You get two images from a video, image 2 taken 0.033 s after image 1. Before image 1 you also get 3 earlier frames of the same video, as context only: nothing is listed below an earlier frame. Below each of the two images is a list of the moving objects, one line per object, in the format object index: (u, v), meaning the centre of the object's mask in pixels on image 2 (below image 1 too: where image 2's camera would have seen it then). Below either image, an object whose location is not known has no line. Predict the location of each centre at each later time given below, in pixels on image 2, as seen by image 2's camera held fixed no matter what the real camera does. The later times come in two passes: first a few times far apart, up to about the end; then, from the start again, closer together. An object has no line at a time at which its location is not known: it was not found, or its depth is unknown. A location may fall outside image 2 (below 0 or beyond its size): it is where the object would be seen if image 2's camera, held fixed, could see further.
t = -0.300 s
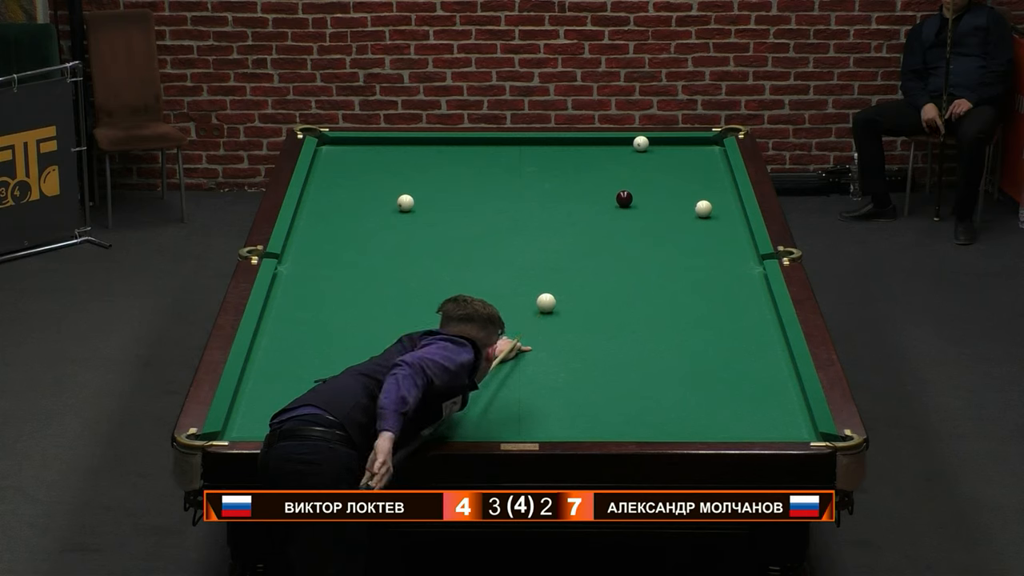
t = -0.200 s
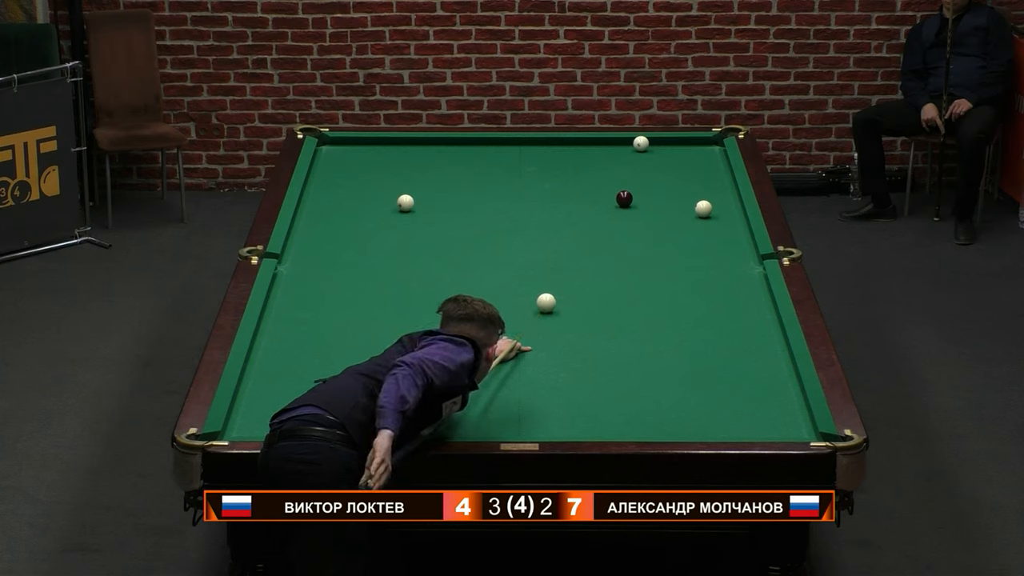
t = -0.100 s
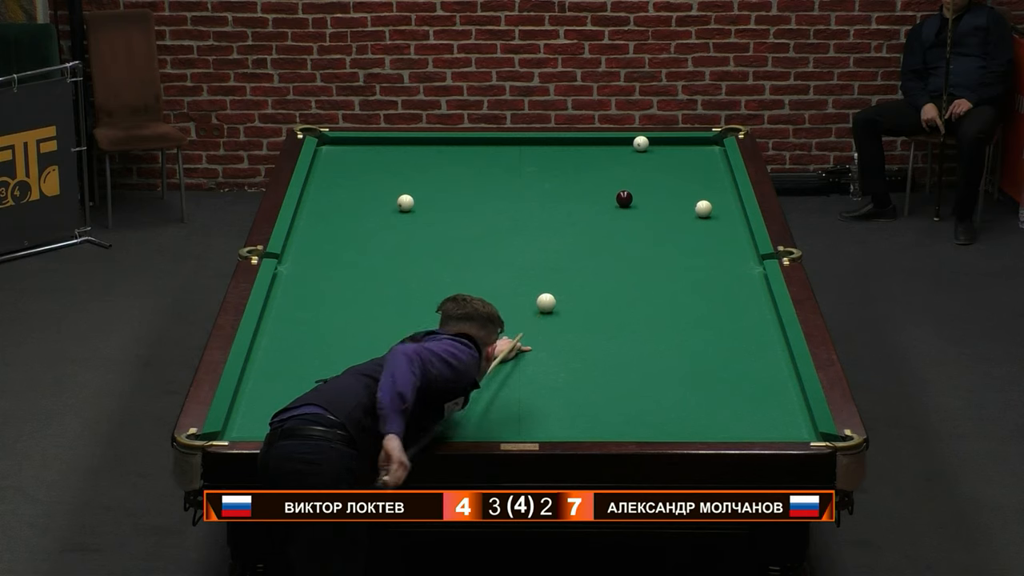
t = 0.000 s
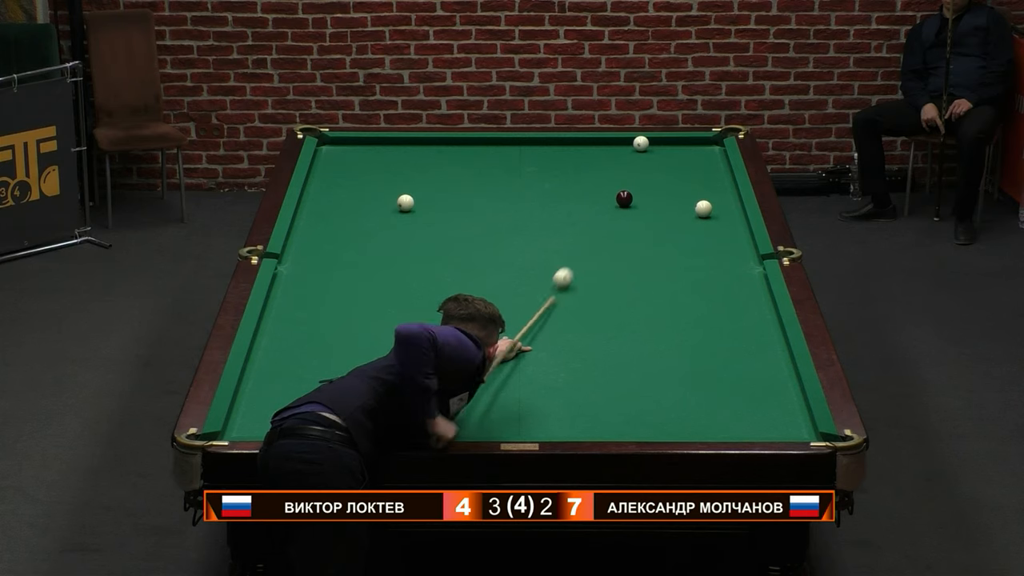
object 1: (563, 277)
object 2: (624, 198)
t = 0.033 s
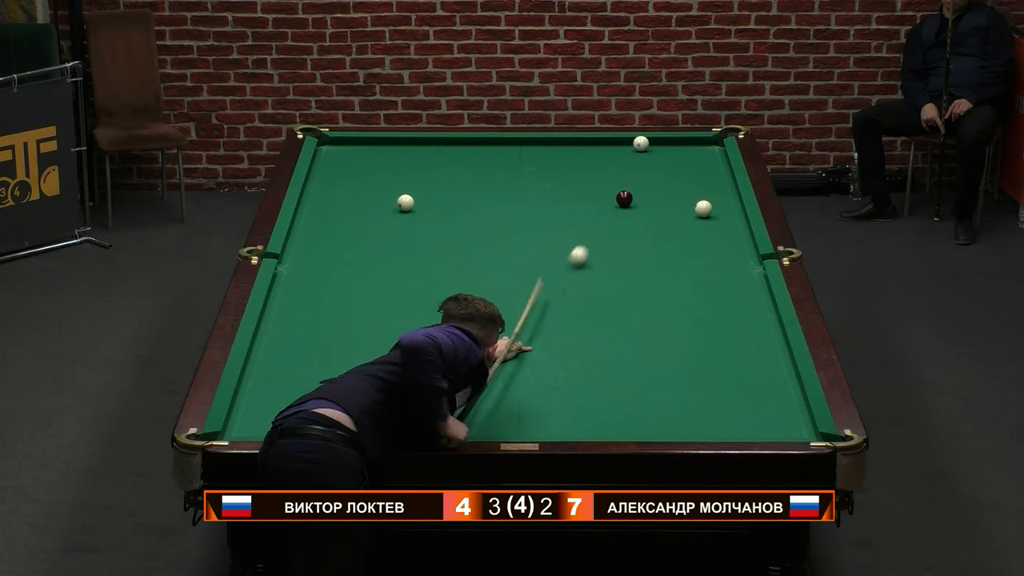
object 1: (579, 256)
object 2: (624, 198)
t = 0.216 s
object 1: (585, 196)
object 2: (686, 159)
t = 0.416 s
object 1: (528, 183)
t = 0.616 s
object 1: (480, 173)
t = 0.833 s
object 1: (430, 162)
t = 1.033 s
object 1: (387, 151)
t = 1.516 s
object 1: (357, 144)
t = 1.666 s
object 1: (373, 148)
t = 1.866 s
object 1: (399, 153)
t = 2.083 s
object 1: (428, 157)
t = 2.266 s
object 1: (452, 161)
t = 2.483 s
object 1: (480, 165)
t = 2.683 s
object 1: (505, 169)
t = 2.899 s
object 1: (532, 173)
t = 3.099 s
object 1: (558, 177)
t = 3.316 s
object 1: (584, 182)
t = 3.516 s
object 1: (608, 185)
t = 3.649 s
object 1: (624, 188)
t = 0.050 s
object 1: (586, 245)
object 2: (624, 198)
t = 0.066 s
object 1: (593, 235)
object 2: (624, 198)
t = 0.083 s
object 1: (600, 225)
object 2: (624, 198)
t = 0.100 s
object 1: (607, 216)
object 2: (624, 198)
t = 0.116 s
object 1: (613, 207)
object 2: (625, 197)
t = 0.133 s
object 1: (614, 201)
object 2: (629, 194)
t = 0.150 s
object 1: (608, 200)
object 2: (641, 187)
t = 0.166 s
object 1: (602, 199)
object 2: (653, 180)
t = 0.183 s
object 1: (596, 198)
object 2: (664, 173)
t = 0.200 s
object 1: (590, 197)
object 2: (675, 166)
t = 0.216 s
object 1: (585, 196)
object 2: (686, 159)
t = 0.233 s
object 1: (579, 194)
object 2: (697, 153)
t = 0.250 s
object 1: (574, 193)
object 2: (706, 147)
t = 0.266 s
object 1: (569, 192)
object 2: (716, 140)
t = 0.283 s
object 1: (564, 191)
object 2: (724, 135)
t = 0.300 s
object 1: (559, 190)
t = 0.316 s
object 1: (554, 189)
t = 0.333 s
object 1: (550, 188)
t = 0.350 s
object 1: (545, 187)
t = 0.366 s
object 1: (541, 186)
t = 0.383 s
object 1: (536, 185)
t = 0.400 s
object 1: (532, 184)
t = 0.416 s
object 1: (528, 183)
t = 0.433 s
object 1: (524, 183)
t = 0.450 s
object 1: (520, 182)
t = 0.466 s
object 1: (516, 181)
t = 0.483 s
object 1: (512, 180)
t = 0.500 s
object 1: (508, 179)
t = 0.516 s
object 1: (504, 178)
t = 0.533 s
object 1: (500, 177)
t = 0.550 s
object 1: (496, 176)
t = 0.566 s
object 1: (492, 175)
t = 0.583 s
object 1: (488, 175)
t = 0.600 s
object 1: (484, 174)
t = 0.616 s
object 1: (480, 173)
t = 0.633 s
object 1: (476, 172)
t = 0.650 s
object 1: (472, 171)
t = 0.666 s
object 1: (469, 170)
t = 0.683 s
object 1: (465, 169)
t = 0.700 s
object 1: (461, 168)
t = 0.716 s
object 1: (457, 168)
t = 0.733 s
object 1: (453, 167)
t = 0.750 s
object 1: (449, 166)
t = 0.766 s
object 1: (446, 165)
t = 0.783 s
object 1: (442, 164)
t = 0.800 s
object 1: (438, 163)
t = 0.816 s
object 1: (434, 163)
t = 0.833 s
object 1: (430, 162)
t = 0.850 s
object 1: (427, 161)
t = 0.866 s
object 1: (423, 160)
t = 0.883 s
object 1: (419, 159)
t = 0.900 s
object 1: (416, 158)
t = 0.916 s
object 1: (412, 157)
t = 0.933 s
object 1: (408, 157)
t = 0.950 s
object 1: (405, 156)
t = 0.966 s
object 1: (401, 155)
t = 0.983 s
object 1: (397, 154)
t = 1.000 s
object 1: (394, 153)
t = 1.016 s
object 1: (391, 152)
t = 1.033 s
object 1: (387, 151)
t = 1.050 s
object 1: (383, 149)
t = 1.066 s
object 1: (380, 148)
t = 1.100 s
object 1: (373, 144)
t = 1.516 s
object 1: (357, 144)
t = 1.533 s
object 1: (357, 145)
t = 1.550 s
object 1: (358, 146)
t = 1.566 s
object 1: (360, 146)
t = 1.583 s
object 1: (361, 146)
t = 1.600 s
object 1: (364, 146)
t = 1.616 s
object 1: (368, 147)
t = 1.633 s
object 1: (369, 148)
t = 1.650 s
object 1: (371, 148)
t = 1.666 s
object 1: (373, 148)
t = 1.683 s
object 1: (375, 149)
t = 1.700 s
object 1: (377, 149)
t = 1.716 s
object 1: (380, 150)
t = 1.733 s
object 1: (382, 150)
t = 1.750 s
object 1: (384, 150)
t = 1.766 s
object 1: (386, 151)
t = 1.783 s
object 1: (388, 151)
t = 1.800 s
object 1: (391, 151)
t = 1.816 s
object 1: (393, 152)
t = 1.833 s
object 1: (395, 152)
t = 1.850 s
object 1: (397, 153)
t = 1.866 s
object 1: (399, 153)
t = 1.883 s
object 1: (402, 153)
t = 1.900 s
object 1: (404, 153)
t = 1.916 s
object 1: (406, 154)
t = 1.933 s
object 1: (408, 154)
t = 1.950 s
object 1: (410, 154)
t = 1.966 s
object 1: (413, 155)
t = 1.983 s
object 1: (415, 155)
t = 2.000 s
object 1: (417, 156)
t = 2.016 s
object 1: (419, 156)
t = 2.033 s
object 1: (421, 156)
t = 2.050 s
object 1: (424, 157)
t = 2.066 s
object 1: (426, 157)
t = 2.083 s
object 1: (428, 157)
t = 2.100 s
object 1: (430, 158)
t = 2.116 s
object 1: (432, 158)
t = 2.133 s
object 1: (434, 158)
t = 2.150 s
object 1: (437, 159)
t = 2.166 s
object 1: (439, 159)
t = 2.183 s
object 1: (441, 159)
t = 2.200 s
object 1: (443, 160)
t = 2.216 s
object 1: (445, 160)
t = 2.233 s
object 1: (447, 161)
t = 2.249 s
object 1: (450, 161)
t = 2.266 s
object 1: (452, 161)
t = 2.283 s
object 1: (454, 161)
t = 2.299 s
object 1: (456, 162)
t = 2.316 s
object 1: (458, 162)
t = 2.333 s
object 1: (460, 162)
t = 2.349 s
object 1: (463, 163)
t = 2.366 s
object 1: (465, 163)
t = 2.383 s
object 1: (467, 163)
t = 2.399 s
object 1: (469, 164)
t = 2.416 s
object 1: (471, 164)
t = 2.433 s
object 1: (473, 165)
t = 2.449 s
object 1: (475, 165)
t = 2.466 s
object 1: (478, 165)
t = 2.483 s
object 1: (480, 165)
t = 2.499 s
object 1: (482, 166)
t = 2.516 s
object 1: (484, 166)
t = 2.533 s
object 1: (486, 166)
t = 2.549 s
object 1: (488, 167)
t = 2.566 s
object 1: (490, 167)
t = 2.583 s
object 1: (493, 167)
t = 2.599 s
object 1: (494, 168)
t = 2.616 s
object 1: (497, 168)
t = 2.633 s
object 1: (499, 168)
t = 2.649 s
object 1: (501, 169)
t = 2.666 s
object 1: (503, 169)
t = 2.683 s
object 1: (505, 169)
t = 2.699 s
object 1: (507, 170)
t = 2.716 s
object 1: (510, 170)
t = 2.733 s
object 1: (512, 170)
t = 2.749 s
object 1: (514, 171)
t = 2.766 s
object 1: (516, 171)
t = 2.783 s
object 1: (518, 171)
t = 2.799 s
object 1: (520, 172)
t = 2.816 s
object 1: (522, 172)
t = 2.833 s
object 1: (524, 172)
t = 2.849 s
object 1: (526, 173)
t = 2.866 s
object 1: (528, 173)
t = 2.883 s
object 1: (530, 174)
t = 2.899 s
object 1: (532, 173)
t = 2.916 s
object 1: (535, 174)
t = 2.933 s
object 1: (537, 174)
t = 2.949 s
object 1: (539, 175)
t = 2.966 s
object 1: (541, 175)
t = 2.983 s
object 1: (543, 175)
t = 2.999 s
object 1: (545, 175)
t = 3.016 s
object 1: (547, 176)
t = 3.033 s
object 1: (549, 176)
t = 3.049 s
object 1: (551, 177)
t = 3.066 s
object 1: (553, 177)
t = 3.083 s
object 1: (555, 177)
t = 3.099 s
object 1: (558, 177)
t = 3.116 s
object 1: (559, 178)
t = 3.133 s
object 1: (561, 178)
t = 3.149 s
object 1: (563, 178)
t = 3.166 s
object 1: (565, 179)
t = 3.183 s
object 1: (567, 179)
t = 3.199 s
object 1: (570, 179)
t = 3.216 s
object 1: (571, 180)
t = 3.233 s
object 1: (574, 180)
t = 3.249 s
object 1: (576, 180)
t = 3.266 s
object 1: (578, 181)
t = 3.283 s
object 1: (580, 181)
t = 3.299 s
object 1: (582, 181)
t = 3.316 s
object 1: (584, 182)
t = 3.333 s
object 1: (586, 182)
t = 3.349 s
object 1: (588, 182)
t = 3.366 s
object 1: (590, 183)
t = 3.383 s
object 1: (592, 183)
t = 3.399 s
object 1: (594, 183)
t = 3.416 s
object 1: (596, 183)
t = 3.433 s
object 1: (598, 184)
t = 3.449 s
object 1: (600, 184)
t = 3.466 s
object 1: (602, 185)
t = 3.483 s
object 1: (604, 185)
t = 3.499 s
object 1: (606, 185)
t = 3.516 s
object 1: (608, 185)
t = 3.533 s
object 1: (610, 186)
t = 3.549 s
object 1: (612, 186)
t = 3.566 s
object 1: (614, 186)
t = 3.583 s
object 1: (616, 186)
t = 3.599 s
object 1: (618, 187)
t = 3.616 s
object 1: (620, 187)
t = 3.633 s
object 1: (622, 187)
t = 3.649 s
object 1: (624, 188)
